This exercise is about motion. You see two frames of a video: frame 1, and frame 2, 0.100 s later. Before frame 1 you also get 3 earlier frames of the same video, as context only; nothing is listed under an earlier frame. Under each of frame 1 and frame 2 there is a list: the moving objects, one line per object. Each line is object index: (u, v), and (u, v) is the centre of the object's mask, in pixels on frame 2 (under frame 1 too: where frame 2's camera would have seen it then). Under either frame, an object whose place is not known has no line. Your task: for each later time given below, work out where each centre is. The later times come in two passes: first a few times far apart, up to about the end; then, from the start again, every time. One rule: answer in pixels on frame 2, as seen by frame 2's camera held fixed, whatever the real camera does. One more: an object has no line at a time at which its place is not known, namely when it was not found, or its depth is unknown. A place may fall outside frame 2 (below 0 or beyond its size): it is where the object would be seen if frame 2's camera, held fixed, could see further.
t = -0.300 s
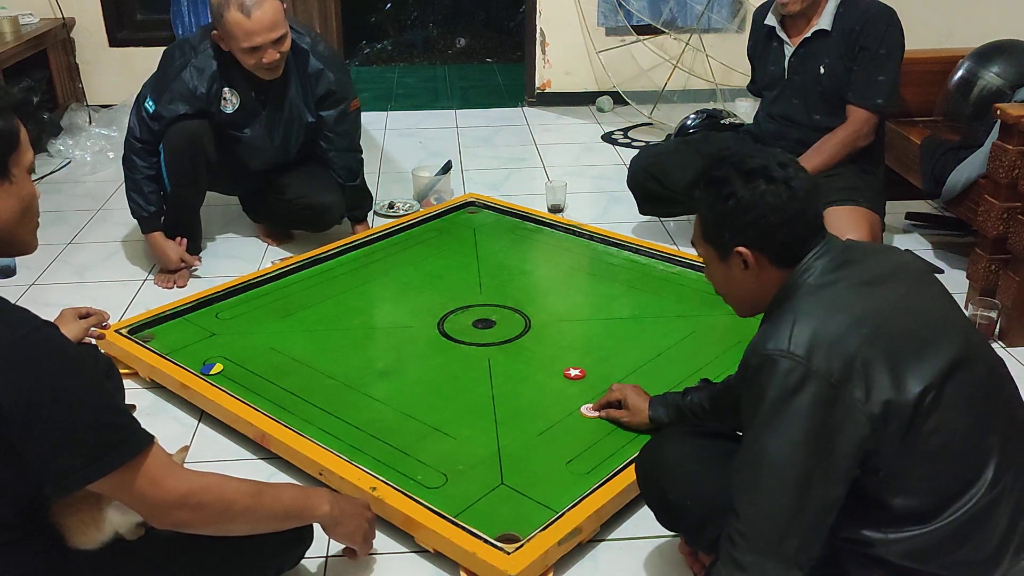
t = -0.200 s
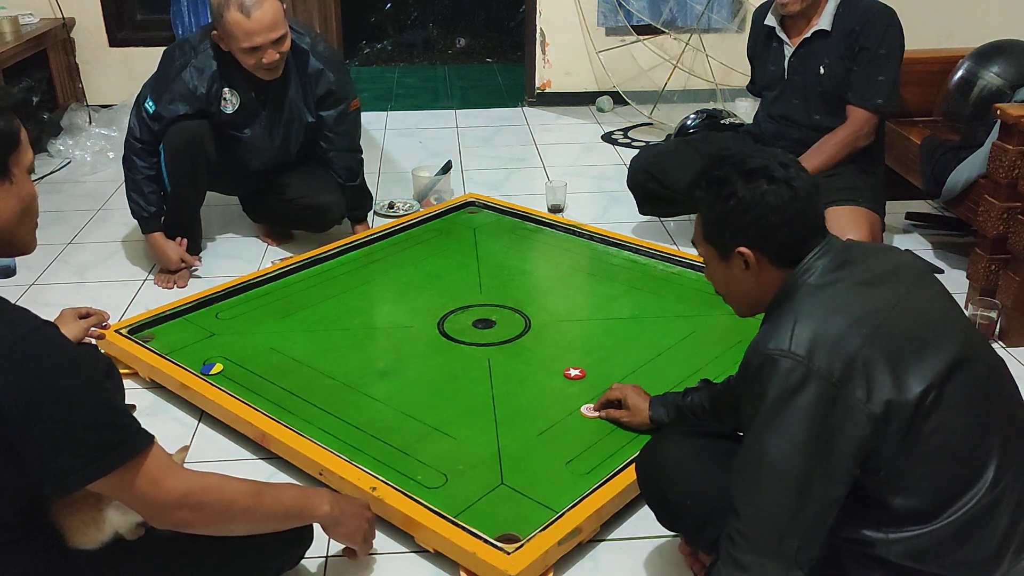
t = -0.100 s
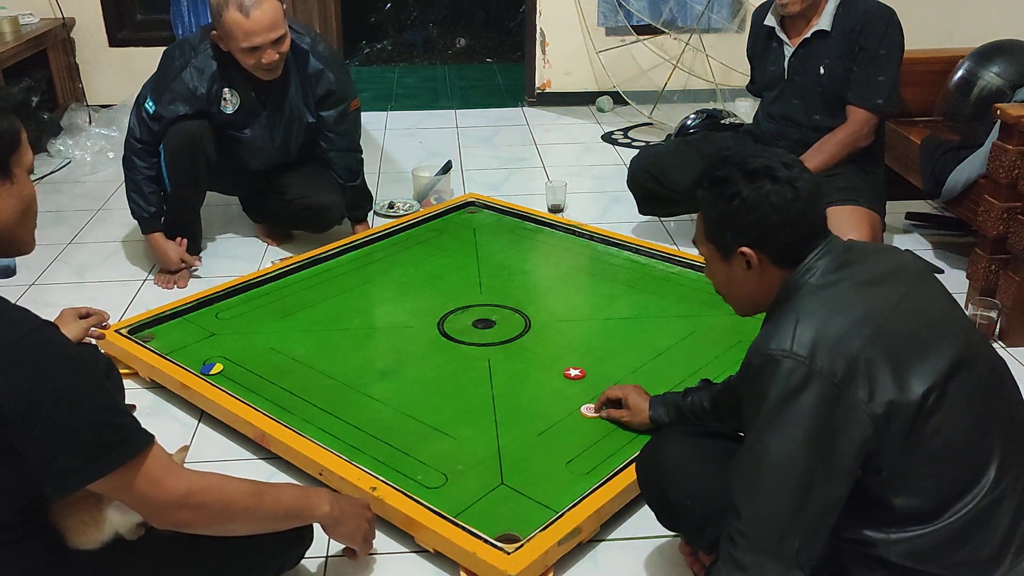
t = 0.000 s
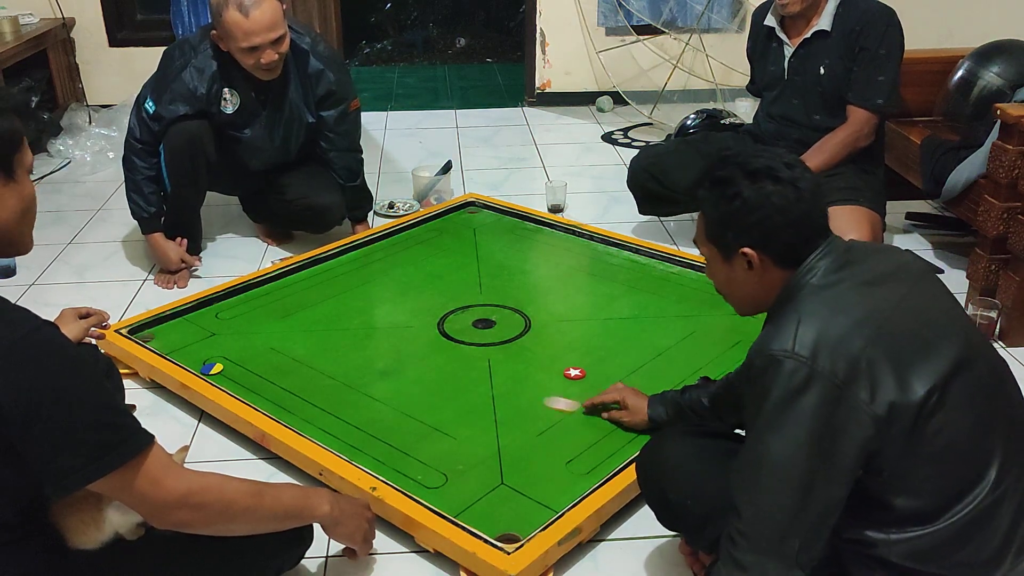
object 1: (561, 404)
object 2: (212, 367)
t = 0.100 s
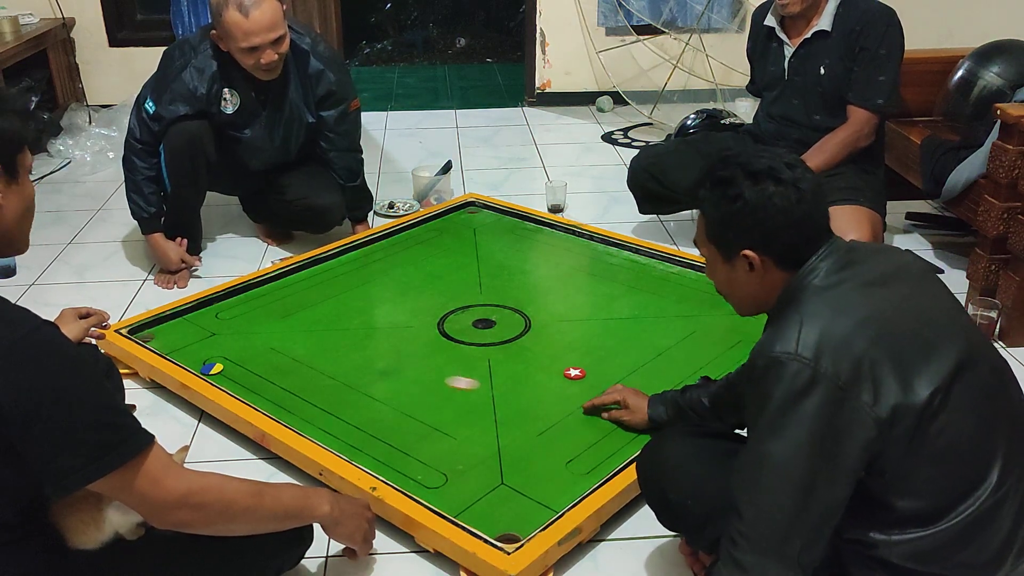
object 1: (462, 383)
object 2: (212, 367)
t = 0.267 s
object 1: (314, 352)
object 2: (212, 367)
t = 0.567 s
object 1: (188, 347)
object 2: (212, 367)
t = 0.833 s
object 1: (225, 361)
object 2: (279, 395)
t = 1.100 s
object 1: (273, 353)
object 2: (377, 435)
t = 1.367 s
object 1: (316, 347)
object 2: (484, 481)
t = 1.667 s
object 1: (360, 341)
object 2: (521, 492)
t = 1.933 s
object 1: (395, 335)
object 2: (469, 463)
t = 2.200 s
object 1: (427, 332)
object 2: (425, 439)
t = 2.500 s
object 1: (456, 329)
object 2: (382, 417)
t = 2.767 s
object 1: (481, 327)
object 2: (349, 402)
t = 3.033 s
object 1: (500, 327)
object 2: (321, 388)
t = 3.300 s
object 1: (515, 326)
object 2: (298, 377)
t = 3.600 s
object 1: (527, 326)
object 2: (277, 368)
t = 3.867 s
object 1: (535, 326)
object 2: (264, 361)
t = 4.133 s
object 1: (539, 326)
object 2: (254, 356)
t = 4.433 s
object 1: (539, 327)
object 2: (247, 352)
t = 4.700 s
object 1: (539, 327)
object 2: (244, 350)
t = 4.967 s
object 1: (539, 327)
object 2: (243, 350)
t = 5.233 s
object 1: (539, 327)
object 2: (243, 350)
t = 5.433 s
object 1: (539, 327)
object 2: (244, 350)
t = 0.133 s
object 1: (431, 376)
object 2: (212, 367)
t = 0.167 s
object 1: (401, 370)
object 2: (212, 367)
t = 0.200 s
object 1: (371, 364)
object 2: (212, 366)
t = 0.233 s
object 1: (342, 357)
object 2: (212, 367)
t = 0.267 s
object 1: (314, 352)
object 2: (212, 367)
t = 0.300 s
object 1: (286, 346)
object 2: (212, 367)
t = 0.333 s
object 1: (260, 340)
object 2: (212, 367)
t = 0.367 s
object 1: (234, 335)
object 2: (212, 367)
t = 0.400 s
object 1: (209, 330)
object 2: (212, 367)
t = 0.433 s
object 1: (185, 324)
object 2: (212, 367)
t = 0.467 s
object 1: (177, 325)
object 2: (212, 366)
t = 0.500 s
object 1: (181, 333)
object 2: (212, 367)
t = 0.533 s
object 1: (184, 340)
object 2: (212, 367)
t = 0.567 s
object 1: (188, 347)
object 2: (212, 367)
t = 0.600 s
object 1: (192, 355)
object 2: (212, 367)
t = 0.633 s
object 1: (196, 362)
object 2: (214, 367)
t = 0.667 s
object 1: (195, 365)
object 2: (224, 373)
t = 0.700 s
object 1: (200, 365)
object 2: (234, 377)
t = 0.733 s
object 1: (206, 364)
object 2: (245, 381)
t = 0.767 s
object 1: (213, 363)
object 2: (257, 386)
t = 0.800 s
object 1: (218, 362)
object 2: (268, 390)
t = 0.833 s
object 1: (225, 361)
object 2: (279, 395)
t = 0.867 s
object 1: (231, 360)
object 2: (291, 400)
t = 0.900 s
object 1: (237, 359)
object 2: (303, 405)
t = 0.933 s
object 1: (243, 358)
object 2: (315, 409)
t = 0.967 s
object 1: (250, 357)
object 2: (327, 415)
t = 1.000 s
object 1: (256, 356)
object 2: (339, 419)
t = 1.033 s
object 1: (262, 355)
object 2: (352, 425)
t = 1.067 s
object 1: (268, 354)
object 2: (364, 430)
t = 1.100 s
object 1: (273, 353)
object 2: (377, 435)
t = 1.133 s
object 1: (279, 353)
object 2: (389, 440)
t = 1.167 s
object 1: (285, 352)
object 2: (402, 446)
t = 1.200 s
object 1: (290, 351)
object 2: (416, 451)
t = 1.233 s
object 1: (296, 350)
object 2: (429, 457)
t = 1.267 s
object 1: (301, 349)
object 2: (442, 463)
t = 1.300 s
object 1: (306, 348)
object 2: (456, 468)
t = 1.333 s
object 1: (311, 348)
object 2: (470, 474)
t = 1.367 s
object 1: (316, 347)
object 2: (484, 481)
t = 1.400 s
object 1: (321, 346)
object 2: (498, 487)
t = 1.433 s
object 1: (326, 345)
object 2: (512, 493)
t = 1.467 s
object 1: (331, 344)
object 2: (528, 500)
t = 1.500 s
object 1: (336, 344)
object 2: (543, 506)
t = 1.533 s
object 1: (341, 343)
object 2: (549, 509)
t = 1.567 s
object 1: (346, 343)
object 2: (543, 505)
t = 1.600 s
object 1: (350, 342)
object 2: (535, 501)
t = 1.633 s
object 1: (355, 341)
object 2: (528, 496)
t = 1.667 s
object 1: (360, 341)
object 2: (521, 492)
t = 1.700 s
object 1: (364, 340)
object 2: (514, 488)
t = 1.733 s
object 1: (369, 339)
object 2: (507, 484)
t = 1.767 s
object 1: (373, 339)
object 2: (501, 480)
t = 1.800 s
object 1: (378, 338)
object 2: (494, 476)
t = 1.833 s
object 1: (382, 337)
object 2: (488, 473)
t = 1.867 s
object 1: (387, 337)
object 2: (482, 469)
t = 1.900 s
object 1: (391, 336)
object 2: (475, 466)
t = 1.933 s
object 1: (395, 335)
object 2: (469, 463)
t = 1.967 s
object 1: (400, 335)
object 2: (463, 459)
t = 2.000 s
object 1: (404, 334)
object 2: (458, 456)
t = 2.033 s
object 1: (408, 334)
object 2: (452, 453)
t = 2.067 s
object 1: (412, 334)
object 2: (446, 450)
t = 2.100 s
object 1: (415, 333)
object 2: (441, 447)
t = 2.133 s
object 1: (419, 333)
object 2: (436, 444)
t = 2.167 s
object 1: (423, 332)
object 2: (430, 442)
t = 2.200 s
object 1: (427, 332)
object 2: (425, 439)
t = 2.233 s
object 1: (430, 332)
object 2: (420, 436)
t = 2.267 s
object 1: (434, 331)
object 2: (415, 434)
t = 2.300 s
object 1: (437, 331)
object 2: (411, 431)
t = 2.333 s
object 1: (441, 331)
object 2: (406, 429)
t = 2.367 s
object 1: (444, 330)
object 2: (401, 427)
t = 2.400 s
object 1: (447, 330)
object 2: (396, 424)
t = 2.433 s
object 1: (450, 330)
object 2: (391, 422)
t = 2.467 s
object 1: (454, 330)
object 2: (387, 420)
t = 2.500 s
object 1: (456, 329)
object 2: (382, 417)
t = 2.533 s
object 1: (460, 329)
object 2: (378, 416)
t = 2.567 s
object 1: (463, 329)
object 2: (373, 413)
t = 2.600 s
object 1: (466, 329)
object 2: (369, 411)
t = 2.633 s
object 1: (469, 329)
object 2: (365, 409)
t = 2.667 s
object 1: (472, 328)
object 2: (361, 407)
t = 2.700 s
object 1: (475, 328)
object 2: (357, 406)
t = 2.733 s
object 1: (478, 328)
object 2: (353, 404)
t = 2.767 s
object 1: (481, 327)
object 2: (349, 402)
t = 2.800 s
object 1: (484, 327)
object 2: (345, 400)
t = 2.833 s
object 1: (487, 327)
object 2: (341, 398)
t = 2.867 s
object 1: (489, 327)
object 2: (338, 396)
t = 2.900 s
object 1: (491, 327)
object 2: (334, 395)
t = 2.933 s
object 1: (494, 327)
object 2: (331, 393)
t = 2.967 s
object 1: (496, 327)
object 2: (327, 391)
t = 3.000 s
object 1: (498, 327)
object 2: (324, 390)
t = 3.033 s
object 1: (500, 327)
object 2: (321, 388)
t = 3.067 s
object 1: (502, 327)
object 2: (318, 387)
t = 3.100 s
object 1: (504, 326)
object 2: (315, 385)
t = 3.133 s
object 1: (506, 326)
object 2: (312, 384)
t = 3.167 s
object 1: (508, 326)
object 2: (309, 383)
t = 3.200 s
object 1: (510, 326)
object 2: (306, 381)
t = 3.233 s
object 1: (512, 326)
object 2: (303, 380)
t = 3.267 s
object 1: (514, 326)
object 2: (300, 379)
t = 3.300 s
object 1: (515, 326)
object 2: (298, 377)
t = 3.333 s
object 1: (517, 326)
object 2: (295, 376)
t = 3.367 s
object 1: (519, 326)
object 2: (292, 375)
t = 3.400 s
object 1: (520, 326)
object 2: (290, 374)
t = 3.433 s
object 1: (521, 326)
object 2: (288, 373)
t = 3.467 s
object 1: (523, 326)
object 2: (286, 372)
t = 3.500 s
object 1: (524, 326)
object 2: (284, 371)
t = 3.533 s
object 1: (525, 326)
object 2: (282, 370)
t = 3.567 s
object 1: (526, 326)
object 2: (279, 369)
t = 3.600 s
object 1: (527, 326)
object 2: (277, 368)
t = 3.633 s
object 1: (529, 326)
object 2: (276, 367)
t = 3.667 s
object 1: (530, 326)
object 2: (274, 366)
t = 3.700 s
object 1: (531, 326)
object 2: (272, 365)
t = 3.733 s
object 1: (531, 326)
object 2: (270, 364)
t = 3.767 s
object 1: (532, 326)
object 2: (269, 363)
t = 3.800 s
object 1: (533, 326)
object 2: (267, 363)
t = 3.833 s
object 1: (534, 326)
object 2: (265, 362)
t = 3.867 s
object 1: (535, 326)
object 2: (264, 361)
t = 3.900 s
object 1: (536, 326)
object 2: (263, 360)
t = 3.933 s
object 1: (536, 326)
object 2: (261, 359)
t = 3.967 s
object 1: (537, 326)
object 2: (260, 359)
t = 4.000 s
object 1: (537, 326)
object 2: (259, 358)
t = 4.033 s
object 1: (538, 326)
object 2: (258, 357)
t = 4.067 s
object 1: (538, 326)
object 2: (256, 357)
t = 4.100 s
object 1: (538, 326)
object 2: (255, 356)
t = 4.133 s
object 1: (539, 326)
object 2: (254, 356)
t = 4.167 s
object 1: (539, 326)
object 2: (253, 355)
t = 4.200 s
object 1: (539, 327)
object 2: (252, 355)
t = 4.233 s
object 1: (539, 327)
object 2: (251, 354)
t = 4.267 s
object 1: (539, 327)
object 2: (250, 354)
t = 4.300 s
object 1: (539, 327)
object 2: (250, 353)
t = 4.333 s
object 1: (539, 327)
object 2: (249, 353)
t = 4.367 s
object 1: (539, 327)
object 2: (248, 352)
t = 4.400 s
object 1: (539, 327)
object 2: (247, 352)
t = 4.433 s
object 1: (539, 327)
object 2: (247, 352)
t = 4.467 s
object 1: (539, 327)
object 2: (246, 351)
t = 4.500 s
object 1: (539, 327)
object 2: (246, 351)
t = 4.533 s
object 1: (539, 327)
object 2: (246, 351)
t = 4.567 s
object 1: (539, 327)
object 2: (245, 351)
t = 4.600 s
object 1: (539, 327)
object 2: (245, 351)
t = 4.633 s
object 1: (539, 327)
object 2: (245, 350)
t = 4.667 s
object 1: (539, 327)
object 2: (244, 350)
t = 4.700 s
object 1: (539, 327)
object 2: (244, 350)
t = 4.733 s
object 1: (539, 327)
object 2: (244, 350)
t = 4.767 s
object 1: (539, 327)
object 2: (244, 350)
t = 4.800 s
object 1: (539, 327)
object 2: (244, 350)
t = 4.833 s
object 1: (539, 327)
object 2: (244, 350)
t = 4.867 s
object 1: (539, 327)
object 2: (244, 350)
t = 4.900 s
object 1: (539, 327)
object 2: (244, 350)
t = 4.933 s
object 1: (539, 327)
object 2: (244, 350)
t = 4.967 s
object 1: (539, 327)
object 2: (243, 350)
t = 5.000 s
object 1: (539, 327)
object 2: (244, 350)
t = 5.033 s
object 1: (539, 327)
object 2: (244, 350)
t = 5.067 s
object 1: (539, 327)
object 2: (244, 350)
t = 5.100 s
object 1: (539, 327)
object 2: (243, 350)
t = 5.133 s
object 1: (539, 327)
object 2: (244, 350)
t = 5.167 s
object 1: (539, 327)
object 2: (244, 350)
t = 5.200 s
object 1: (539, 327)
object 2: (244, 350)
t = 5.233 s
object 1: (539, 327)
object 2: (243, 350)
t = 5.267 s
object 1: (539, 327)
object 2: (243, 350)
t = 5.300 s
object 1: (539, 327)
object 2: (244, 350)
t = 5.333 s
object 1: (539, 327)
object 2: (244, 350)
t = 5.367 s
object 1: (539, 327)
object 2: (244, 350)
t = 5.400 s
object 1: (539, 327)
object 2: (244, 350)
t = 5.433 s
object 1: (539, 327)
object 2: (244, 350)
